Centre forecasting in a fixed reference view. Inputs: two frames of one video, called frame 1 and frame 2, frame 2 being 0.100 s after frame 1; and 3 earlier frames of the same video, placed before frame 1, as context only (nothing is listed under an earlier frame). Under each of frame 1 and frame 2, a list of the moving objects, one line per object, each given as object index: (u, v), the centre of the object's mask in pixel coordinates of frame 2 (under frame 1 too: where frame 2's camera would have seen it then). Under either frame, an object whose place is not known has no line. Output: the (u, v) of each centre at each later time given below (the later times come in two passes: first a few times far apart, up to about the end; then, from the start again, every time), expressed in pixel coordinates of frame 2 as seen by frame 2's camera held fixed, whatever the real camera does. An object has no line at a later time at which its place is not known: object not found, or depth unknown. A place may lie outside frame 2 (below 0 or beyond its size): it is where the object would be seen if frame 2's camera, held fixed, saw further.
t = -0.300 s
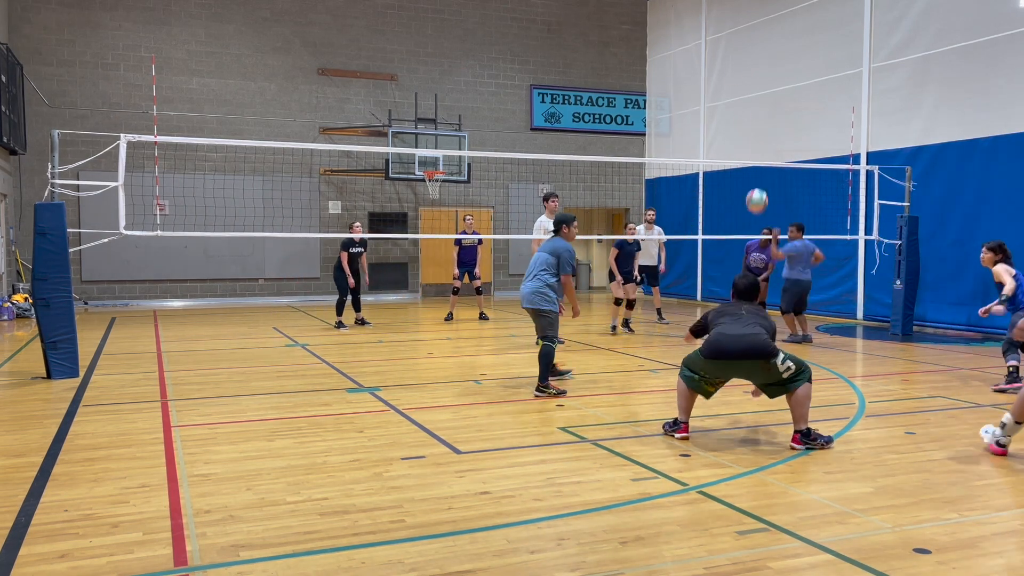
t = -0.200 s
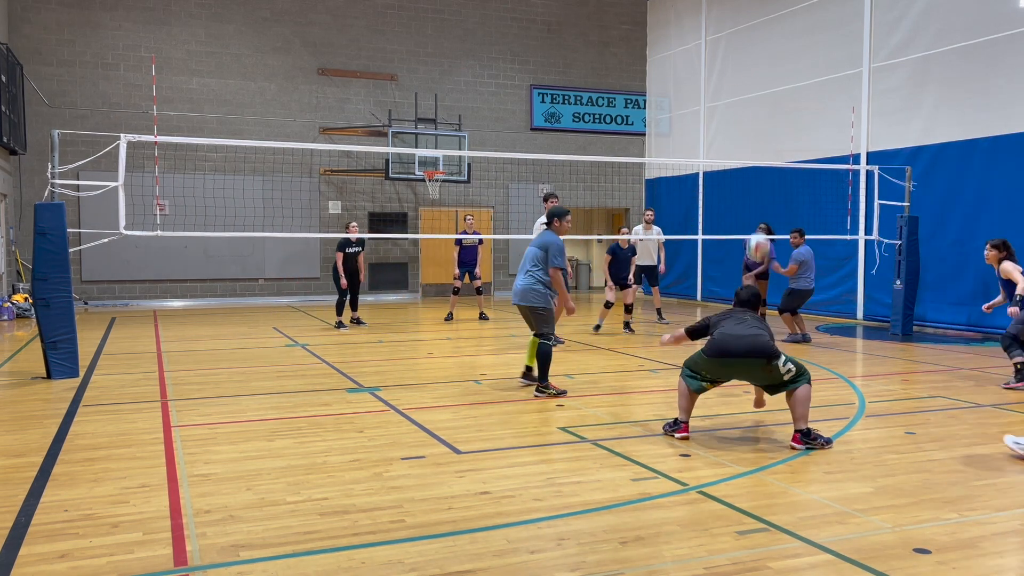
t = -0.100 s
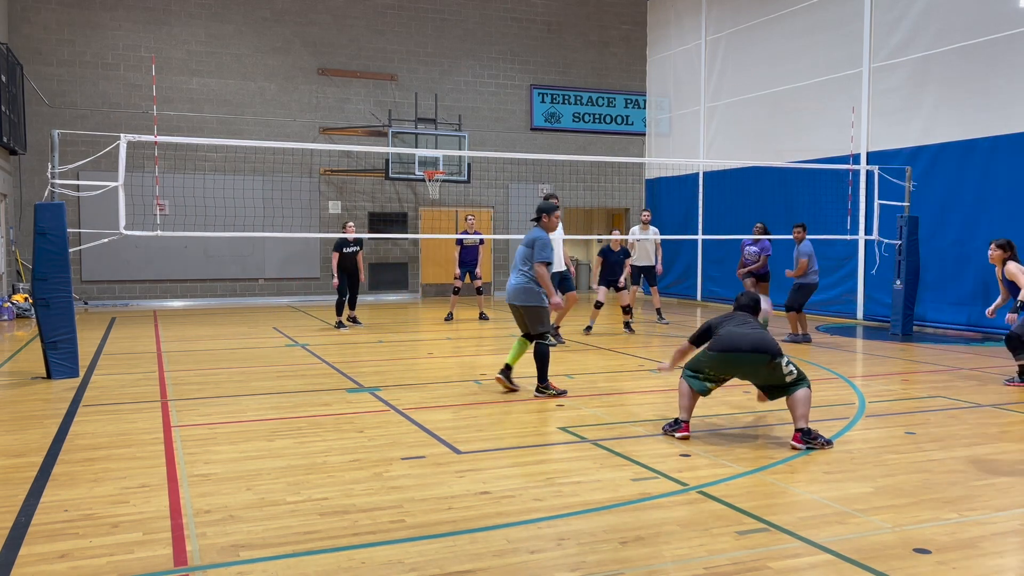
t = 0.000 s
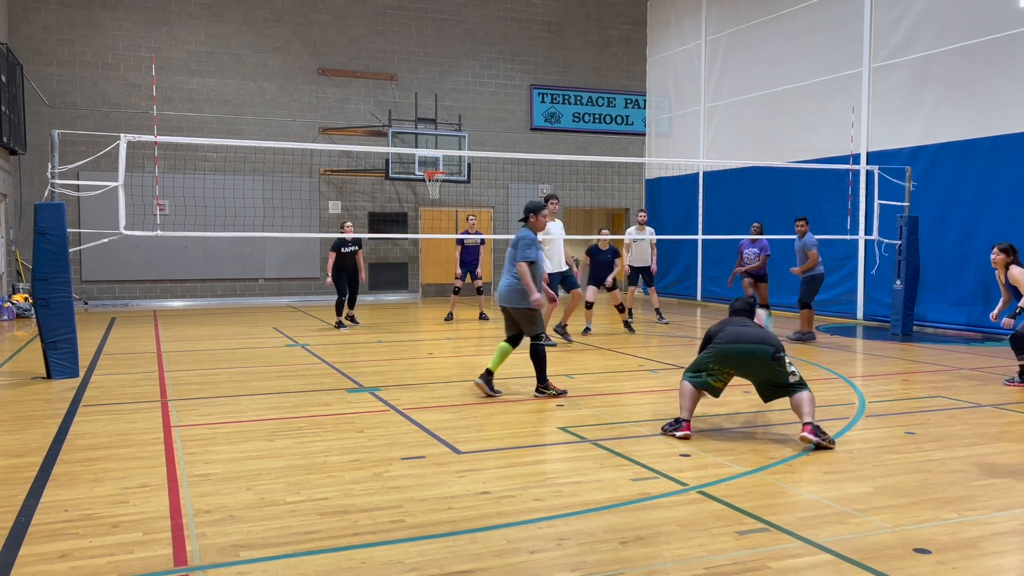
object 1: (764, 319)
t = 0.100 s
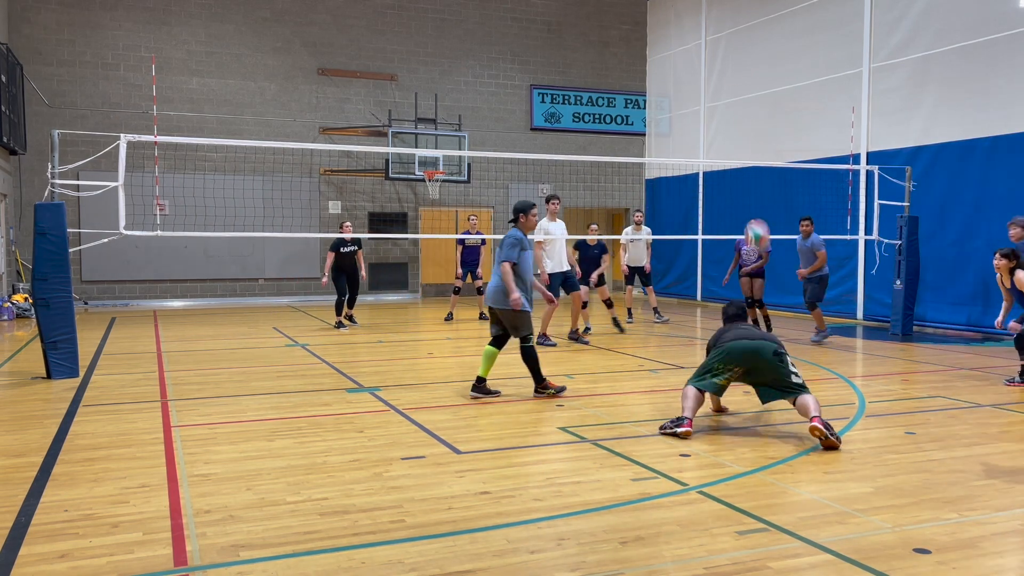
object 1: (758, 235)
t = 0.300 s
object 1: (750, 108)
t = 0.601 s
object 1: (741, 22)
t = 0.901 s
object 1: (732, 27)
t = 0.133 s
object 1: (756, 210)
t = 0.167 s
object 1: (755, 187)
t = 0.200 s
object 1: (754, 165)
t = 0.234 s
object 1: (752, 143)
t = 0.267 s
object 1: (751, 125)
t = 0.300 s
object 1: (750, 108)
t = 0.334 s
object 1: (749, 93)
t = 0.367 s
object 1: (748, 79)
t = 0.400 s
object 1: (747, 67)
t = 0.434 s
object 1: (746, 56)
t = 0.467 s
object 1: (745, 47)
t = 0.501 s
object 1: (744, 39)
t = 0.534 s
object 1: (743, 32)
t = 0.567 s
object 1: (742, 26)
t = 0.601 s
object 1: (741, 22)
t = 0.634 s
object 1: (740, 18)
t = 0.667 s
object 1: (739, 16)
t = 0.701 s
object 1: (738, 15)
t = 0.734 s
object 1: (737, 14)
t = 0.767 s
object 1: (736, 15)
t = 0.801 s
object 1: (735, 17)
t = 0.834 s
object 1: (733, 19)
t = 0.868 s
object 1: (733, 23)
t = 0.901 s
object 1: (732, 27)
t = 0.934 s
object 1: (731, 32)
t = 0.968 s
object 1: (729, 38)
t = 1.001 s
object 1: (729, 45)
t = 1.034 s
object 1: (728, 53)
